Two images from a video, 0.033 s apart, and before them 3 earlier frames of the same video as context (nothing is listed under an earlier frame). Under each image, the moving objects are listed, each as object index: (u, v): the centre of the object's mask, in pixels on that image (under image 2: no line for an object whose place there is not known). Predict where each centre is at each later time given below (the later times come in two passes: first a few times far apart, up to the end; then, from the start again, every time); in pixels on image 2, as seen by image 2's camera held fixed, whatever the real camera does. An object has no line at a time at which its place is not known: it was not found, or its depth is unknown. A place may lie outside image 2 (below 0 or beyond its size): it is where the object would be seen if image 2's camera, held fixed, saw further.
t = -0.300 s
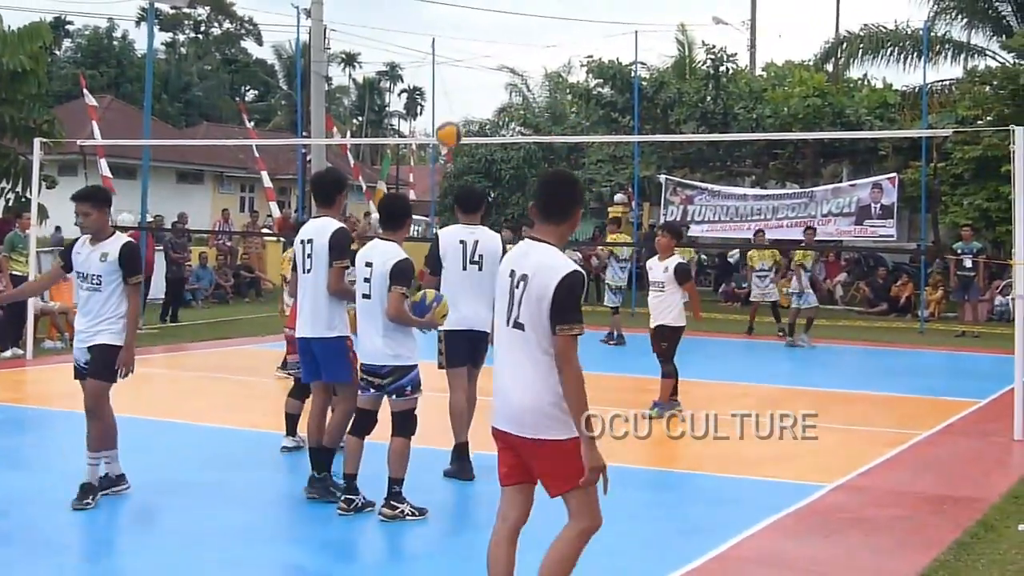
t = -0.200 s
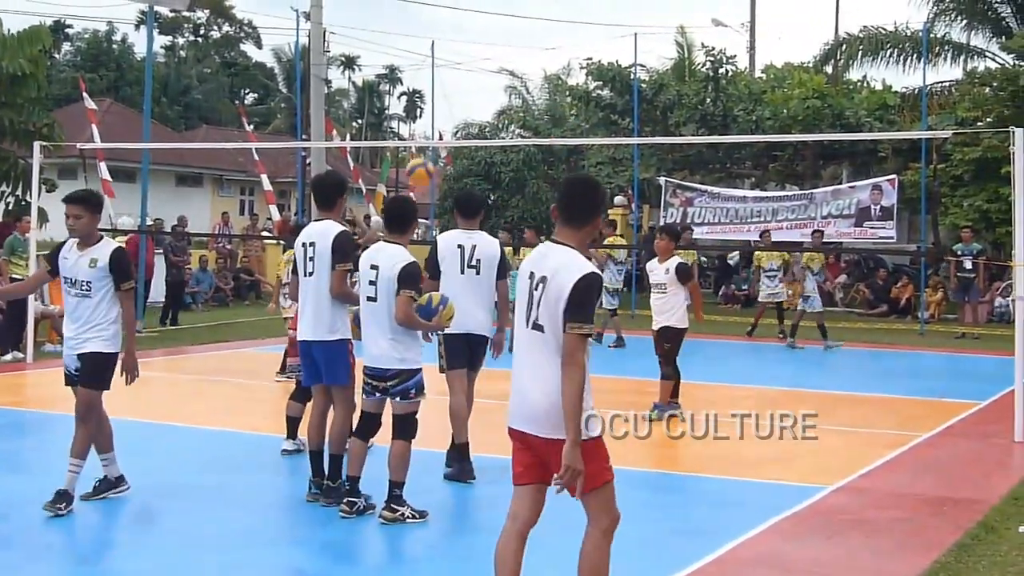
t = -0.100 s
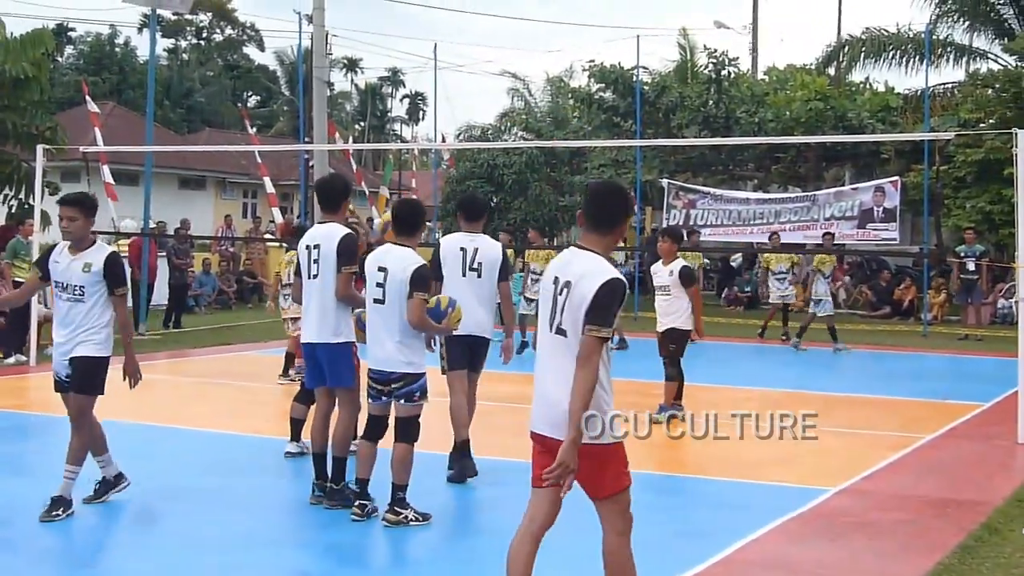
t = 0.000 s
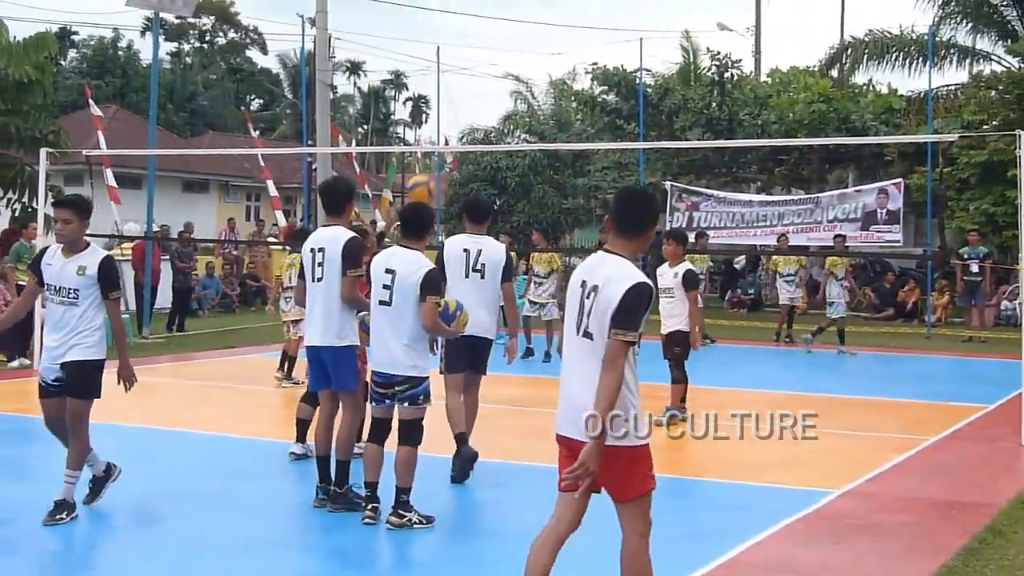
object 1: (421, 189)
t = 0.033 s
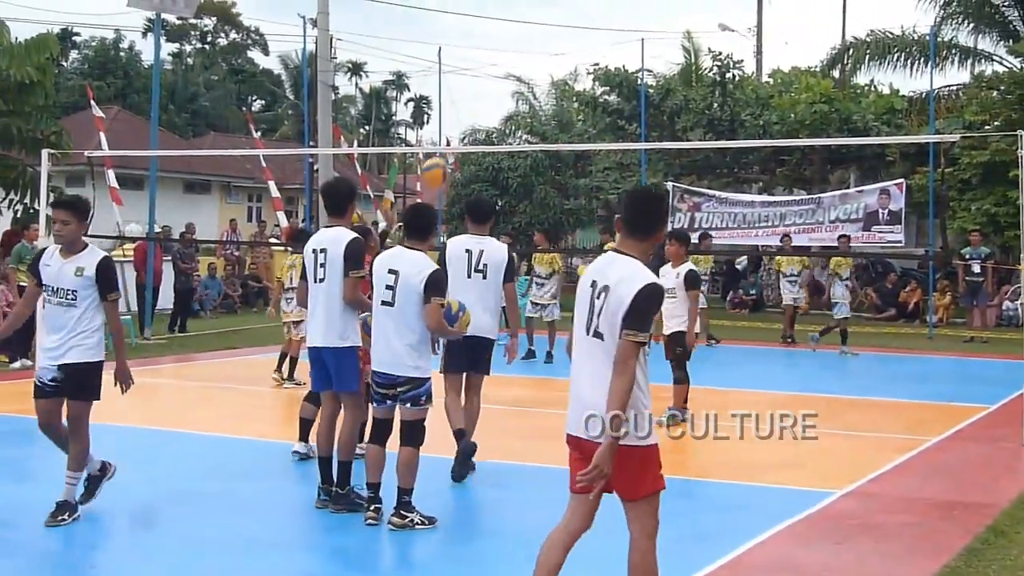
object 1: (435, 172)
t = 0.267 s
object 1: (522, 95)
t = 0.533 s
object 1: (607, 97)
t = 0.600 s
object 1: (626, 111)
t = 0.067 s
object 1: (449, 157)
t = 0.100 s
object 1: (460, 142)
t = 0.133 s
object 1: (473, 130)
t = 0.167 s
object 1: (486, 118)
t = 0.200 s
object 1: (498, 109)
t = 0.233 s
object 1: (510, 101)
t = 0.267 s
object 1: (522, 95)
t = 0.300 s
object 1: (533, 91)
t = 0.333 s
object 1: (544, 87)
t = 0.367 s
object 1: (557, 86)
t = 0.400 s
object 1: (566, 86)
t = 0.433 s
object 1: (576, 86)
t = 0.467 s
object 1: (588, 89)
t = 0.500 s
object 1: (598, 92)
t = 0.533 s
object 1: (607, 97)
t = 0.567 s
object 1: (617, 103)
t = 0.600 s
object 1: (626, 111)
